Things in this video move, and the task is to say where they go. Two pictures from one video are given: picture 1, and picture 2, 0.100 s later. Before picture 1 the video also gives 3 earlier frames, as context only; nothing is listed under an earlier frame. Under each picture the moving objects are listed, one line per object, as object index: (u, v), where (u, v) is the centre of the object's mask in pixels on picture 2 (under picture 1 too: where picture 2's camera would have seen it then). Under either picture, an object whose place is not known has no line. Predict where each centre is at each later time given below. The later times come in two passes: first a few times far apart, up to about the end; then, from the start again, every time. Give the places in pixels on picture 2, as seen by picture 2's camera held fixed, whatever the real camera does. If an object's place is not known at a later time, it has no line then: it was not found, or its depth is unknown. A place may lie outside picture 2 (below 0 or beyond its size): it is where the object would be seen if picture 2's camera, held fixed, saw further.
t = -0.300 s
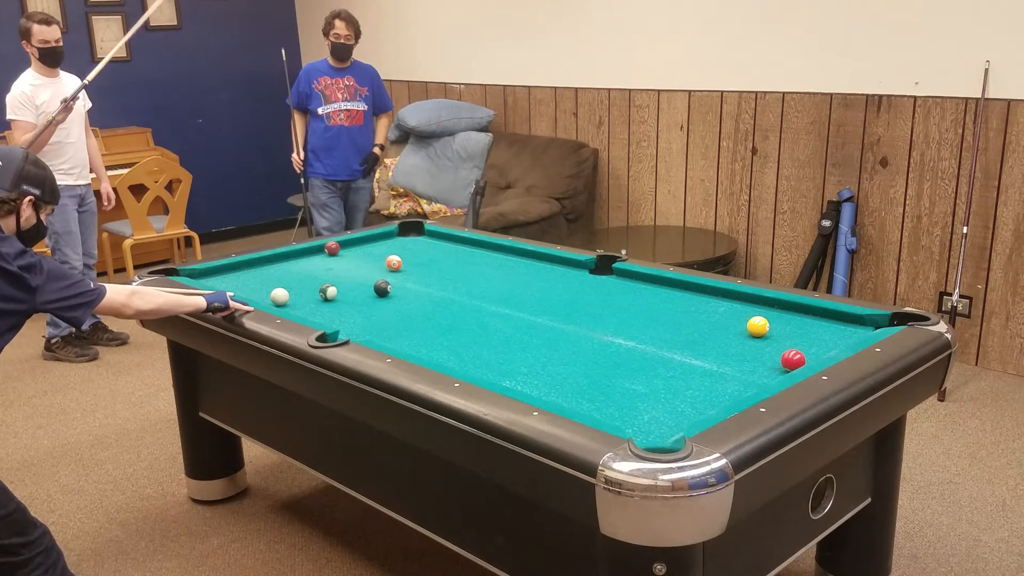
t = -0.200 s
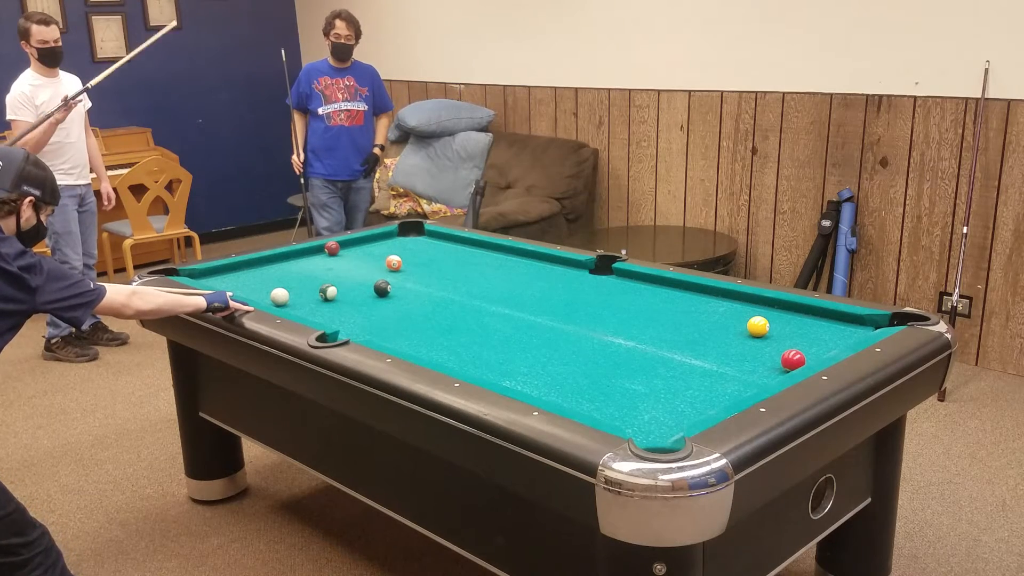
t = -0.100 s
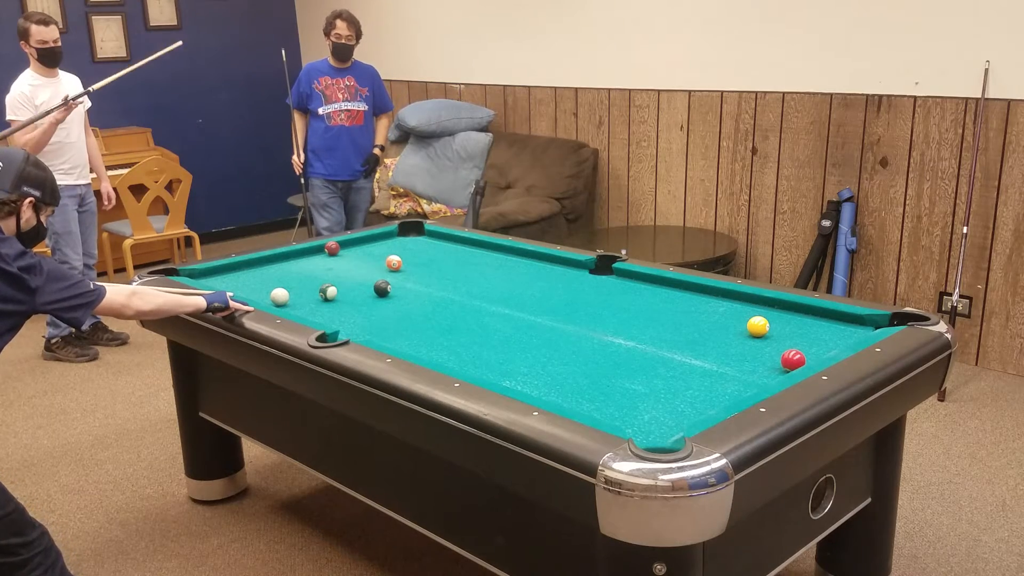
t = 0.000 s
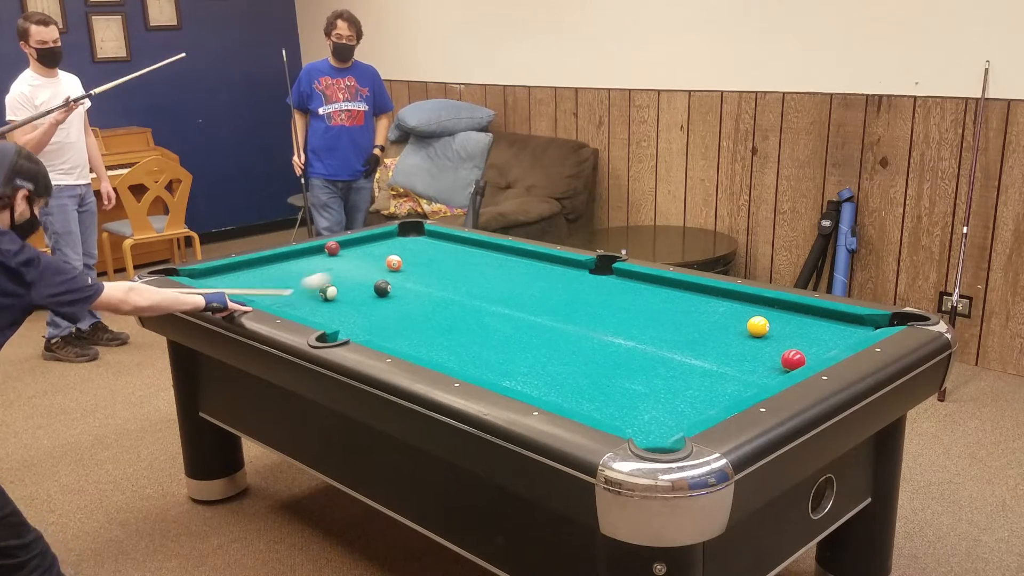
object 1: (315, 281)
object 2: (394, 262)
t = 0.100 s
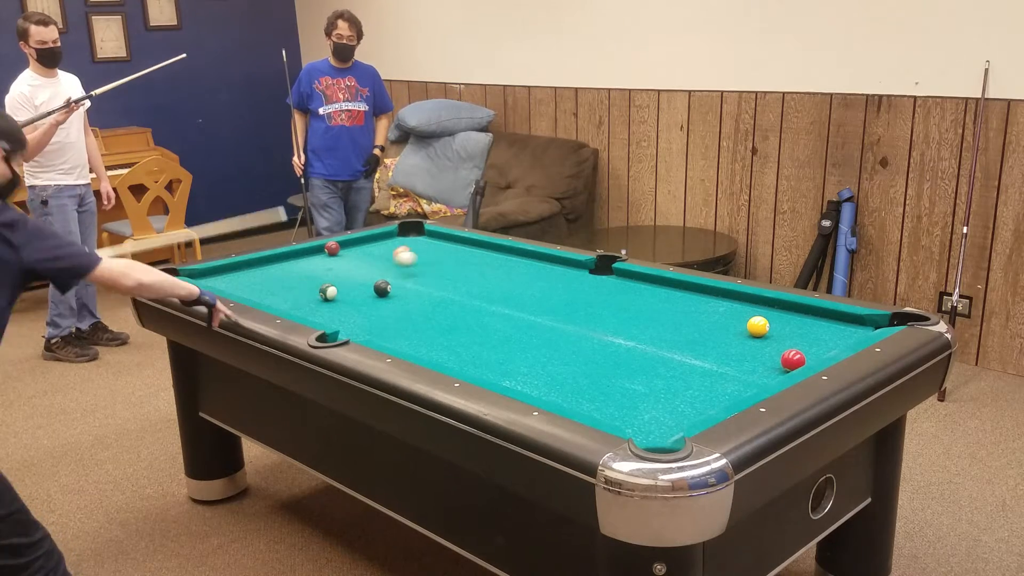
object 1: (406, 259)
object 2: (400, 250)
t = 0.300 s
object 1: (520, 262)
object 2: (405, 236)
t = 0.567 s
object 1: (559, 276)
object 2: (334, 246)
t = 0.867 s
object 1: (565, 303)
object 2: (305, 255)
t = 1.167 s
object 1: (573, 336)
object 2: (276, 265)
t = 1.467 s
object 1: (582, 376)
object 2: (245, 276)
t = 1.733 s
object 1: (601, 411)
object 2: (218, 283)
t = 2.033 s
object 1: (670, 415)
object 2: (247, 284)
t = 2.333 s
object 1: (688, 407)
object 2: (277, 282)
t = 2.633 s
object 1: (680, 395)
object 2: (302, 280)
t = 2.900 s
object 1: (675, 386)
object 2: (322, 278)
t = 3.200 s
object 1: (670, 378)
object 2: (341, 278)
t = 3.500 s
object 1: (666, 371)
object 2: (358, 276)
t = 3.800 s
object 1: (661, 365)
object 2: (371, 275)
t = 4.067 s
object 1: (658, 361)
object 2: (381, 273)
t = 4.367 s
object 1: (655, 358)
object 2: (390, 273)
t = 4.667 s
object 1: (654, 356)
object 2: (396, 273)
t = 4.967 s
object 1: (653, 356)
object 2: (400, 273)
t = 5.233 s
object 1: (653, 356)
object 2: (401, 273)
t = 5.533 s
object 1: (653, 356)
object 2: (400, 273)
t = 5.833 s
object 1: (653, 356)
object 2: (400, 273)
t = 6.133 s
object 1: (653, 356)
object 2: (400, 273)
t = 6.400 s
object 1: (653, 356)
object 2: (400, 273)
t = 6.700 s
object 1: (653, 356)
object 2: (401, 273)
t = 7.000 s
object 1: (653, 356)
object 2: (400, 273)
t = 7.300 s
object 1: (653, 356)
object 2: (400, 273)
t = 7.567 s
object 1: (653, 356)
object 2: (400, 273)
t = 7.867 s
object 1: (653, 356)
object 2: (400, 273)
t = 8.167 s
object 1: (653, 356)
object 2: (400, 273)
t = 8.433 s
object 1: (653, 356)
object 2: (400, 273)
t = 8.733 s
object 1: (654, 356)
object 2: (400, 273)
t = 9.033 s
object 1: (654, 356)
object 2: (400, 273)
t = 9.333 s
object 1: (653, 356)
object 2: (400, 273)
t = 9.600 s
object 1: (653, 356)
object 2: (400, 273)
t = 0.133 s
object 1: (426, 256)
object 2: (411, 246)
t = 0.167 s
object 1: (446, 258)
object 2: (420, 243)
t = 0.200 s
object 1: (466, 263)
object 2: (429, 237)
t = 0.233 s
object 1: (484, 262)
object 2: (433, 234)
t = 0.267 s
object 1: (502, 261)
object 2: (419, 234)
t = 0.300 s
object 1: (520, 262)
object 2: (405, 236)
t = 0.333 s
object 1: (536, 261)
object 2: (392, 239)
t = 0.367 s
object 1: (552, 260)
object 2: (380, 241)
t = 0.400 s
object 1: (559, 262)
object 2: (367, 242)
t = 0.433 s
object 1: (558, 265)
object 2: (356, 244)
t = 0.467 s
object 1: (557, 267)
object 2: (345, 245)
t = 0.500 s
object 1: (558, 270)
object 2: (341, 245)
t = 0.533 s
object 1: (558, 273)
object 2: (338, 245)
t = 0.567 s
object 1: (559, 276)
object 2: (334, 246)
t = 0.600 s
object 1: (559, 279)
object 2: (331, 246)
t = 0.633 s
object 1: (560, 281)
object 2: (328, 247)
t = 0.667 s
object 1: (561, 284)
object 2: (325, 249)
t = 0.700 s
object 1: (561, 287)
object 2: (321, 250)
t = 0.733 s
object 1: (562, 290)
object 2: (318, 251)
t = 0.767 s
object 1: (563, 293)
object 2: (315, 252)
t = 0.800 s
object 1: (563, 296)
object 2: (312, 253)
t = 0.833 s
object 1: (564, 300)
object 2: (308, 254)
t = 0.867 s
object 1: (565, 303)
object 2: (305, 255)
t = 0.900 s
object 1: (566, 306)
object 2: (302, 256)
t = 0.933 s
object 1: (566, 310)
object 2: (299, 257)
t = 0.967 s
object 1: (567, 313)
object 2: (295, 259)
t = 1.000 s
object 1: (568, 317)
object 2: (292, 260)
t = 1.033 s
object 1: (569, 320)
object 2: (289, 261)
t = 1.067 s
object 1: (570, 324)
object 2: (286, 262)
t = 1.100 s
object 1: (571, 328)
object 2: (282, 263)
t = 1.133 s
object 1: (572, 332)
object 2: (279, 264)
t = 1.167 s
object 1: (573, 336)
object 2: (276, 265)
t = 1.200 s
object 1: (574, 340)
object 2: (273, 267)
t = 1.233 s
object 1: (575, 344)
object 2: (269, 268)
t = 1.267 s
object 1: (576, 348)
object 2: (266, 269)
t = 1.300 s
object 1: (577, 353)
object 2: (262, 270)
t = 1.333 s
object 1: (578, 357)
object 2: (259, 271)
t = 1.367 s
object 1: (579, 362)
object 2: (255, 273)
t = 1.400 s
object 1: (580, 366)
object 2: (252, 274)
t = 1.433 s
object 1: (581, 371)
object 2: (248, 275)
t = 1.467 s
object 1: (582, 376)
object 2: (245, 276)
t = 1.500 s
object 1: (584, 381)
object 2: (241, 277)
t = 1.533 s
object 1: (585, 386)
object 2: (238, 278)
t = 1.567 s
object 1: (586, 391)
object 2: (234, 280)
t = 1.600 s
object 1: (587, 396)
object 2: (231, 281)
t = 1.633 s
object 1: (589, 402)
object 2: (228, 282)
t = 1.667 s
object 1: (591, 405)
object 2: (224, 283)
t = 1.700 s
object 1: (593, 409)
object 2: (221, 283)
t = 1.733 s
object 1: (601, 411)
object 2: (218, 283)
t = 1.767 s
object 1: (609, 411)
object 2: (219, 283)
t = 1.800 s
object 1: (616, 413)
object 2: (223, 284)
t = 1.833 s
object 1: (624, 414)
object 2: (227, 284)
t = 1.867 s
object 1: (632, 415)
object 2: (230, 285)
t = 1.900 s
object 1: (639, 415)
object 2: (233, 285)
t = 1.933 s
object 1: (647, 415)
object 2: (237, 285)
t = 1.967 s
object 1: (655, 415)
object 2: (241, 284)
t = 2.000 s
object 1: (662, 415)
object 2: (244, 284)
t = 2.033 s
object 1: (670, 415)
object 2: (247, 284)
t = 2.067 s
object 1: (677, 415)
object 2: (251, 284)
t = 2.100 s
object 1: (684, 414)
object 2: (254, 284)
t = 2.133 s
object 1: (691, 412)
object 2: (258, 283)
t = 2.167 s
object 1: (691, 411)
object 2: (261, 283)
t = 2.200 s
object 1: (691, 411)
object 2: (264, 283)
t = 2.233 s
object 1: (690, 410)
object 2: (267, 283)
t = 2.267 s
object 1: (690, 409)
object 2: (270, 282)
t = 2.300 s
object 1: (689, 408)
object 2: (274, 282)
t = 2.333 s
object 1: (688, 407)
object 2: (277, 282)
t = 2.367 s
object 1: (687, 406)
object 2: (280, 282)
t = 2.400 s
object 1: (686, 404)
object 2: (282, 282)
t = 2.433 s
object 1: (685, 403)
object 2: (285, 281)
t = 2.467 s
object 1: (685, 402)
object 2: (288, 281)
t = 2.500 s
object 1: (684, 400)
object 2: (291, 281)
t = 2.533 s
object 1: (683, 399)
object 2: (294, 281)
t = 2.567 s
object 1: (682, 398)
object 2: (297, 280)
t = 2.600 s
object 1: (681, 396)
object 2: (299, 280)
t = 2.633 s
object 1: (680, 395)
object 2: (302, 280)
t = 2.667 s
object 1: (680, 394)
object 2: (305, 280)
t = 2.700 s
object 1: (679, 393)
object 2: (307, 280)
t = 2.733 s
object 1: (678, 392)
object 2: (310, 280)
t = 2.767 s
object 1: (678, 390)
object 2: (312, 280)
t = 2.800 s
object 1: (677, 389)
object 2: (314, 279)
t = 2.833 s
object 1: (676, 388)
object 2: (317, 279)
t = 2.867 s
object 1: (676, 387)
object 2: (319, 279)
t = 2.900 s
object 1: (675, 386)
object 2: (322, 278)
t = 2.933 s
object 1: (675, 385)
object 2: (324, 278)
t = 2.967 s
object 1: (674, 384)
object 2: (326, 278)
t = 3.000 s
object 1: (674, 383)
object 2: (329, 277)
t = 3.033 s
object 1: (673, 382)
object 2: (331, 277)
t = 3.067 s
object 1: (673, 381)
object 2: (333, 277)
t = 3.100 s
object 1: (672, 380)
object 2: (335, 278)
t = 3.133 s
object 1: (671, 379)
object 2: (337, 278)
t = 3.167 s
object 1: (671, 378)
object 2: (339, 278)
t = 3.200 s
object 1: (670, 378)
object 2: (341, 278)
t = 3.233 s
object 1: (670, 377)
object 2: (343, 277)
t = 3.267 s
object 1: (669, 376)
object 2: (345, 277)
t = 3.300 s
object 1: (669, 375)
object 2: (347, 277)
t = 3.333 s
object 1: (668, 374)
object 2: (349, 277)
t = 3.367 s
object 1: (668, 374)
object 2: (350, 277)
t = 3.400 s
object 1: (667, 373)
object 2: (352, 277)
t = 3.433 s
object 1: (667, 372)
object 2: (354, 276)
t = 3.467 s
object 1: (666, 371)
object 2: (356, 276)
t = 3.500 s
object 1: (666, 371)
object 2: (358, 276)
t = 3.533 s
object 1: (665, 370)
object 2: (359, 276)
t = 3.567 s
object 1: (665, 369)
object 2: (361, 276)
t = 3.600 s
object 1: (664, 369)
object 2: (362, 276)
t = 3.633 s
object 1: (663, 368)
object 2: (364, 276)
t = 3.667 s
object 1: (663, 367)
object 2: (365, 276)
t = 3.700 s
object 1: (662, 367)
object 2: (367, 275)
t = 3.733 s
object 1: (662, 366)
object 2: (368, 275)
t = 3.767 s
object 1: (661, 366)
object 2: (370, 275)
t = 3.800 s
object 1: (661, 365)
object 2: (371, 275)
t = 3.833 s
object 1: (660, 365)
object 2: (372, 275)
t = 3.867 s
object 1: (660, 364)
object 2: (374, 275)
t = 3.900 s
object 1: (660, 364)
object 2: (375, 275)
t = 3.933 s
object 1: (659, 363)
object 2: (376, 274)
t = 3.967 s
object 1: (659, 363)
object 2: (377, 274)
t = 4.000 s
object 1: (659, 362)
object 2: (379, 274)
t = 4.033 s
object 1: (658, 362)
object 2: (380, 274)
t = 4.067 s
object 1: (658, 361)
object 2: (381, 273)
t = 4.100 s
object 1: (658, 361)
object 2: (382, 273)
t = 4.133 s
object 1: (657, 361)
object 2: (383, 273)
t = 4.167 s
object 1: (657, 360)
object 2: (384, 273)
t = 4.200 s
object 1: (657, 360)
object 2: (385, 273)
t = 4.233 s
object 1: (656, 360)
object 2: (387, 273)
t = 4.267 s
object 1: (656, 359)
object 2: (387, 273)
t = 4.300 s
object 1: (656, 359)
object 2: (388, 273)
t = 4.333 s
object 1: (656, 359)
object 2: (389, 273)
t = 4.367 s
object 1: (655, 358)
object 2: (390, 273)
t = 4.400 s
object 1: (655, 358)
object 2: (391, 273)
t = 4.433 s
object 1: (655, 358)
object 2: (392, 273)
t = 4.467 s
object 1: (655, 357)
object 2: (392, 273)
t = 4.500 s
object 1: (655, 357)
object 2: (393, 273)
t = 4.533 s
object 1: (655, 357)
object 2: (394, 273)
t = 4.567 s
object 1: (654, 357)
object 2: (395, 273)
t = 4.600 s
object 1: (654, 357)
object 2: (395, 273)
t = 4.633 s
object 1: (654, 357)
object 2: (396, 273)
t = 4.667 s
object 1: (654, 356)
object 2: (396, 273)
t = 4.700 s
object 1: (654, 356)
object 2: (397, 273)
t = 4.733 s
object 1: (654, 356)
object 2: (397, 273)
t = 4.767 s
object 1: (654, 356)
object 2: (398, 273)
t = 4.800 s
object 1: (653, 356)
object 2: (398, 273)
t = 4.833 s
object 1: (653, 356)
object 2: (399, 273)
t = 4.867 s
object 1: (653, 356)
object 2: (399, 273)
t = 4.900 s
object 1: (653, 356)
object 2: (399, 273)
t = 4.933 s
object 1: (653, 356)
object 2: (400, 273)
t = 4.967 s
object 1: (653, 356)
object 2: (400, 273)
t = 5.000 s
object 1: (653, 356)
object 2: (400, 273)
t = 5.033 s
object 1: (653, 356)
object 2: (401, 273)
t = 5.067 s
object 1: (653, 356)
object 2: (401, 273)
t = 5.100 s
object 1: (653, 356)
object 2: (401, 273)
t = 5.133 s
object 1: (653, 356)
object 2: (401, 273)
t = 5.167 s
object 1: (653, 356)
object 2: (401, 273)
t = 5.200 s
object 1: (653, 356)
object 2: (401, 273)
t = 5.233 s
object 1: (653, 356)
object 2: (401, 273)
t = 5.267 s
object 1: (654, 356)
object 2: (401, 273)
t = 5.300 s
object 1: (653, 356)
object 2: (401, 273)
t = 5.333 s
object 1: (653, 356)
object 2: (400, 273)
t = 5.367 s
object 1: (653, 356)
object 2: (400, 273)
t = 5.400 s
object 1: (653, 356)
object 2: (400, 273)
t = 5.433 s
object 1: (653, 356)
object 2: (400, 273)
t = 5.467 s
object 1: (653, 356)
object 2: (400, 273)
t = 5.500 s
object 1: (653, 356)
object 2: (400, 273)
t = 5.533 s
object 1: (653, 356)
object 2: (400, 273)
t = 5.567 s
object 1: (653, 356)
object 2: (400, 273)
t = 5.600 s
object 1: (653, 356)
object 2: (400, 273)
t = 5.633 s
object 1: (653, 356)
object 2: (400, 273)
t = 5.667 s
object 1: (653, 356)
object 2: (400, 273)
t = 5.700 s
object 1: (653, 356)
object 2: (400, 273)
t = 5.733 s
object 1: (653, 356)
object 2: (400, 273)
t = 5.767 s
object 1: (653, 356)
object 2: (400, 273)
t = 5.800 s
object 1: (653, 356)
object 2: (400, 273)
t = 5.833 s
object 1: (653, 356)
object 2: (400, 273)
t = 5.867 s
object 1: (653, 356)
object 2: (400, 273)
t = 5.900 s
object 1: (653, 356)
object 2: (400, 273)
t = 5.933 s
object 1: (653, 356)
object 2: (400, 273)
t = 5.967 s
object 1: (653, 356)
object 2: (400, 273)
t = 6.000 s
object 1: (653, 356)
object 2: (400, 273)
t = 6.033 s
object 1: (653, 356)
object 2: (400, 273)
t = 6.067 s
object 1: (653, 356)
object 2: (400, 273)
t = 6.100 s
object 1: (653, 356)
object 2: (400, 273)
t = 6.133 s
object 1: (653, 356)
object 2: (400, 273)
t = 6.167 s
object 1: (653, 356)
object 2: (400, 273)
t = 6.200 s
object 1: (653, 356)
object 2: (400, 273)
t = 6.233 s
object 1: (653, 356)
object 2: (400, 273)
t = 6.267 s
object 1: (653, 356)
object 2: (400, 273)
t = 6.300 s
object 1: (653, 356)
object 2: (400, 273)
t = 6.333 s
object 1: (653, 356)
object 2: (400, 273)
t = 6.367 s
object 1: (653, 356)
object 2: (400, 273)
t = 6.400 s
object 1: (653, 356)
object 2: (400, 273)
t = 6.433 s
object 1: (654, 356)
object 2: (400, 273)
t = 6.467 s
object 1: (653, 356)
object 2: (400, 273)
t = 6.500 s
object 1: (653, 356)
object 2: (400, 273)
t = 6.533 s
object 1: (653, 356)
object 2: (400, 273)
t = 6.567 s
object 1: (653, 356)
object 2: (400, 273)
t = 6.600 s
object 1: (653, 356)
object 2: (400, 273)
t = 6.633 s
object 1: (653, 356)
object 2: (401, 273)
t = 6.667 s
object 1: (653, 356)
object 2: (401, 273)
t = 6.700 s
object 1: (653, 356)
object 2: (401, 273)
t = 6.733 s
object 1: (653, 356)
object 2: (400, 273)
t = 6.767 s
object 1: (653, 356)
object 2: (400, 273)
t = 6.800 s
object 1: (653, 356)
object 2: (400, 273)
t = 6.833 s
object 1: (653, 356)
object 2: (400, 273)
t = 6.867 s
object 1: (653, 356)
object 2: (400, 273)
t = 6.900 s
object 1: (653, 356)
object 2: (400, 273)
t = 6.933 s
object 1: (653, 356)
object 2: (400, 273)
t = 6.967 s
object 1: (653, 356)
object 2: (400, 273)
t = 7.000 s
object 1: (653, 356)
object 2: (400, 273)
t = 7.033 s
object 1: (653, 356)
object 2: (400, 273)
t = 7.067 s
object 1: (653, 356)
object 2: (400, 273)
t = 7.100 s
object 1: (653, 356)
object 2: (400, 273)
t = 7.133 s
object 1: (653, 356)
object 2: (400, 273)
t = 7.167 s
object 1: (653, 356)
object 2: (400, 273)
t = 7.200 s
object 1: (653, 356)
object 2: (400, 273)
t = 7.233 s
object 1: (653, 356)
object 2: (400, 273)
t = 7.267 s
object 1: (653, 356)
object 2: (400, 273)
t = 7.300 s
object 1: (653, 356)
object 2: (400, 273)
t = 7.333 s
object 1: (653, 356)
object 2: (400, 273)
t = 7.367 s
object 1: (653, 356)
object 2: (400, 273)
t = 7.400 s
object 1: (653, 356)
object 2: (400, 273)
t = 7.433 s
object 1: (654, 356)
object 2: (400, 273)
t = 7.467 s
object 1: (653, 356)
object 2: (400, 273)
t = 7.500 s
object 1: (653, 356)
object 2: (400, 273)
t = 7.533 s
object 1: (653, 356)
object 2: (400, 273)
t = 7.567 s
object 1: (653, 356)
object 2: (400, 273)
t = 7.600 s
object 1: (654, 356)
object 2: (400, 273)
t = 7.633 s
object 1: (653, 356)
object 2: (400, 273)
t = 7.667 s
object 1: (653, 356)
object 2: (400, 273)
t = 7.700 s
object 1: (653, 356)
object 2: (400, 273)
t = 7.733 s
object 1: (654, 356)
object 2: (400, 273)
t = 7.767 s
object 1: (653, 356)
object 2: (400, 273)
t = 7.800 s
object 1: (653, 356)
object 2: (400, 273)
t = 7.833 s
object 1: (654, 356)
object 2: (400, 273)
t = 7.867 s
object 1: (653, 356)
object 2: (400, 273)
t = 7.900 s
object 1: (653, 356)
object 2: (400, 273)
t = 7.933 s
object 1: (653, 356)
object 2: (400, 273)
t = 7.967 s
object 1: (653, 356)
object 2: (400, 273)
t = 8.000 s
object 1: (653, 356)
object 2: (400, 273)
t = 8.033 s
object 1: (653, 356)
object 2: (400, 273)
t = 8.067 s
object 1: (653, 356)
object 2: (400, 273)
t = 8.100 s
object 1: (653, 356)
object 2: (400, 273)
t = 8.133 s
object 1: (653, 356)
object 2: (400, 273)
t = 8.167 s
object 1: (653, 356)
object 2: (400, 273)
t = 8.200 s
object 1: (654, 356)
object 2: (400, 273)
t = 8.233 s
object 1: (654, 356)
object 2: (400, 273)
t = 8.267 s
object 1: (653, 356)
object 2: (400, 273)
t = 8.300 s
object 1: (653, 356)
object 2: (400, 273)
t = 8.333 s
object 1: (653, 356)
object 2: (400, 273)
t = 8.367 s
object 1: (654, 356)
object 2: (401, 273)
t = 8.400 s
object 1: (653, 356)
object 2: (400, 273)
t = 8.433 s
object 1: (653, 356)
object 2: (400, 273)
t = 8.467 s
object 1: (653, 356)
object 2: (400, 273)
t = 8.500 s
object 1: (654, 356)
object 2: (400, 273)
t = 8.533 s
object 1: (653, 356)
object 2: (400, 273)
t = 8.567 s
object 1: (653, 356)
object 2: (400, 273)
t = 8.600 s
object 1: (653, 356)
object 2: (400, 273)
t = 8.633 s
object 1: (653, 356)
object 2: (400, 273)
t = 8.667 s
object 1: (653, 356)
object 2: (400, 273)
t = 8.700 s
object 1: (653, 356)
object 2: (400, 273)
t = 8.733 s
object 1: (654, 356)
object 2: (400, 273)
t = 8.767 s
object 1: (653, 356)
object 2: (400, 273)
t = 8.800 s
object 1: (654, 356)
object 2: (400, 273)
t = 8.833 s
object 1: (654, 356)
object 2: (400, 273)
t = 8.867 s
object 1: (654, 356)
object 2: (400, 273)
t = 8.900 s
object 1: (654, 356)
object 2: (400, 273)
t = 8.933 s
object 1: (654, 356)
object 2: (400, 273)
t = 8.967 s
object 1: (654, 356)
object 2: (400, 273)
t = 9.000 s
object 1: (653, 356)
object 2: (400, 273)
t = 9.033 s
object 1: (654, 356)
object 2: (400, 273)
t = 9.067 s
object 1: (653, 356)
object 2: (400, 273)
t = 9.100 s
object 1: (654, 356)
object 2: (400, 273)
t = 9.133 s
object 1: (654, 356)
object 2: (400, 273)
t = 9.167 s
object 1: (654, 356)
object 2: (400, 273)
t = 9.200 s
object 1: (654, 356)
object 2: (400, 273)
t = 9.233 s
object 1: (654, 356)
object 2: (400, 273)
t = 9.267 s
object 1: (654, 356)
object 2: (400, 273)
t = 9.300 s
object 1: (653, 356)
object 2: (400, 273)
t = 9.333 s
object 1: (653, 356)
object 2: (400, 273)
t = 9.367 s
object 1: (653, 356)
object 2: (400, 273)
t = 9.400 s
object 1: (653, 356)
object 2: (400, 273)
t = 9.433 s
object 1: (653, 356)
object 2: (400, 273)
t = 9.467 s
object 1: (653, 356)
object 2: (400, 273)
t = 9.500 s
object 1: (654, 356)
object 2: (400, 273)
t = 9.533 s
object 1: (654, 356)
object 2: (400, 273)
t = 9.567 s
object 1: (653, 356)
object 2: (400, 273)
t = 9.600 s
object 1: (653, 356)
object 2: (400, 273)
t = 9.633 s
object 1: (653, 356)
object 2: (400, 273)
